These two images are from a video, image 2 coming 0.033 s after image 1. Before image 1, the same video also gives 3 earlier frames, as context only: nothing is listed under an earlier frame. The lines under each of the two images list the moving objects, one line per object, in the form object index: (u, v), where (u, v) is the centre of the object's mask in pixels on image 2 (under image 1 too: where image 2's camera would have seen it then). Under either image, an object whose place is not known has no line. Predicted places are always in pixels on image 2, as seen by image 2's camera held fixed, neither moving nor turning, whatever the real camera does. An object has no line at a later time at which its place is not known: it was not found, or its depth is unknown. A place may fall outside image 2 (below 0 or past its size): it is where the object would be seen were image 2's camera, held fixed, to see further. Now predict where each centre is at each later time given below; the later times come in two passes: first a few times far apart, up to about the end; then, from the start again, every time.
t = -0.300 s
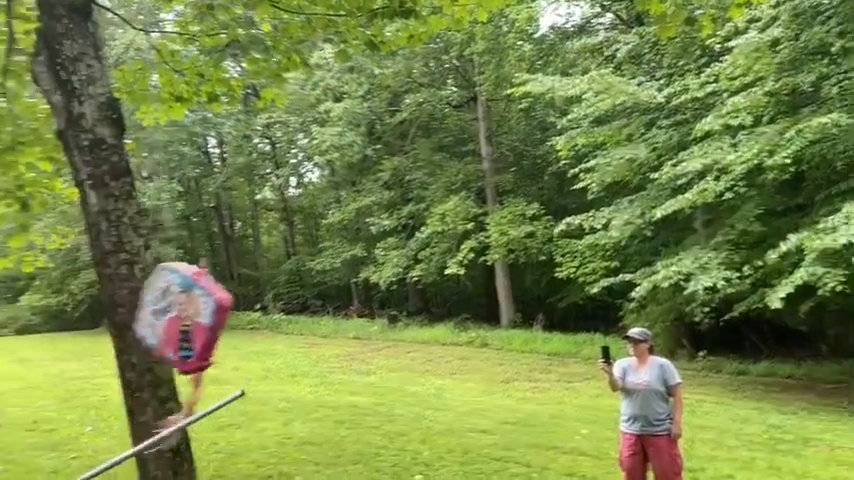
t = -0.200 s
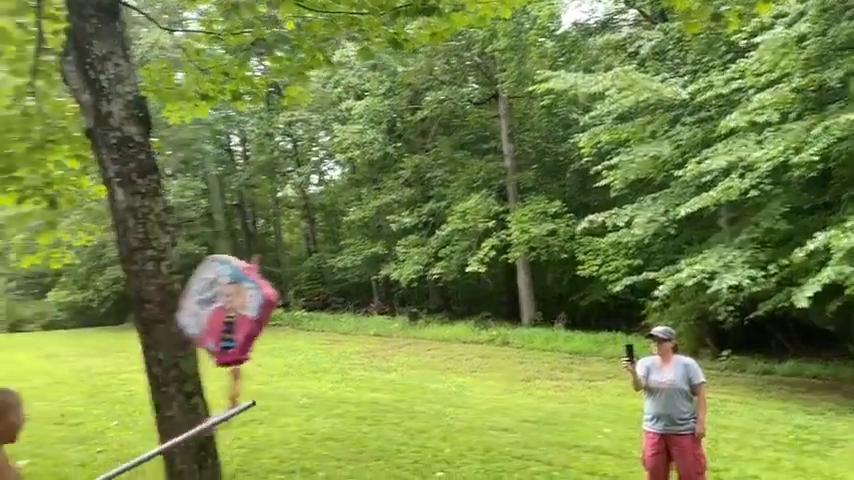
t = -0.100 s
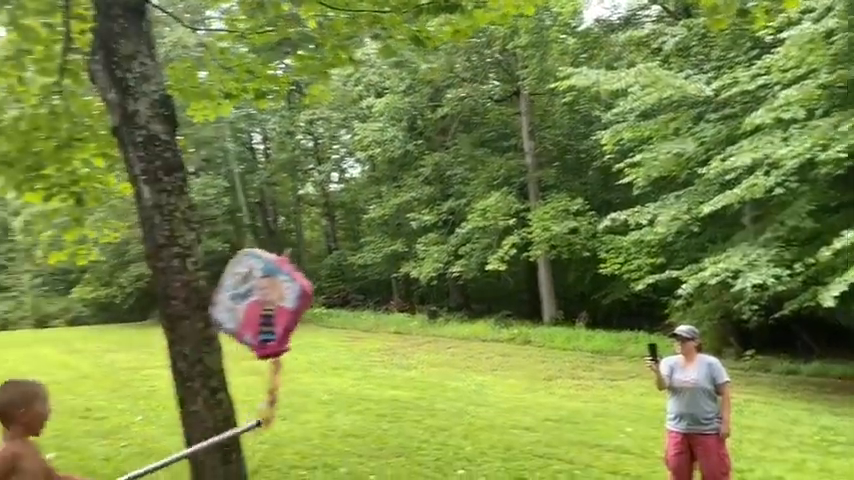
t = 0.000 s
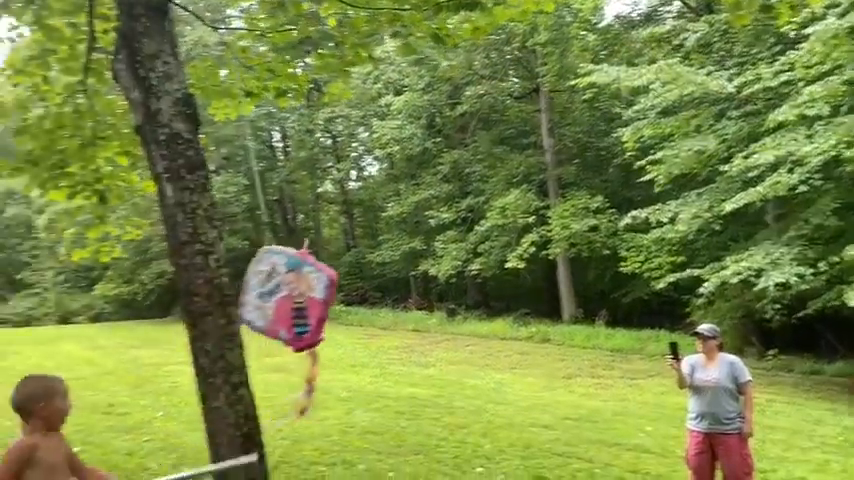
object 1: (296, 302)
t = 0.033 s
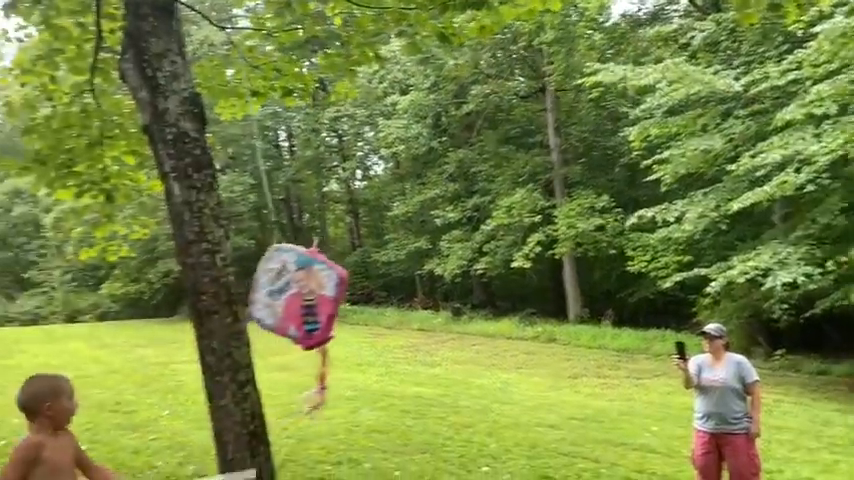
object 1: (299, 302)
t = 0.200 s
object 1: (314, 299)
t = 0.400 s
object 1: (312, 301)
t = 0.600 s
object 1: (306, 307)
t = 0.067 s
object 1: (302, 301)
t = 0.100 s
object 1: (305, 300)
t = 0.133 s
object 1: (309, 299)
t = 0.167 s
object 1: (311, 299)
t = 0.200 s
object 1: (314, 299)
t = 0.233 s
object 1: (315, 298)
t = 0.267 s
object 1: (315, 298)
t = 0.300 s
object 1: (314, 297)
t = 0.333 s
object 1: (314, 298)
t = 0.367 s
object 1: (313, 300)
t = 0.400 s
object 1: (312, 301)
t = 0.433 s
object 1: (311, 303)
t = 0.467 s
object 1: (311, 303)
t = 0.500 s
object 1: (310, 305)
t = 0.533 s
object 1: (309, 305)
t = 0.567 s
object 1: (308, 306)
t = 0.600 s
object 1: (306, 307)
